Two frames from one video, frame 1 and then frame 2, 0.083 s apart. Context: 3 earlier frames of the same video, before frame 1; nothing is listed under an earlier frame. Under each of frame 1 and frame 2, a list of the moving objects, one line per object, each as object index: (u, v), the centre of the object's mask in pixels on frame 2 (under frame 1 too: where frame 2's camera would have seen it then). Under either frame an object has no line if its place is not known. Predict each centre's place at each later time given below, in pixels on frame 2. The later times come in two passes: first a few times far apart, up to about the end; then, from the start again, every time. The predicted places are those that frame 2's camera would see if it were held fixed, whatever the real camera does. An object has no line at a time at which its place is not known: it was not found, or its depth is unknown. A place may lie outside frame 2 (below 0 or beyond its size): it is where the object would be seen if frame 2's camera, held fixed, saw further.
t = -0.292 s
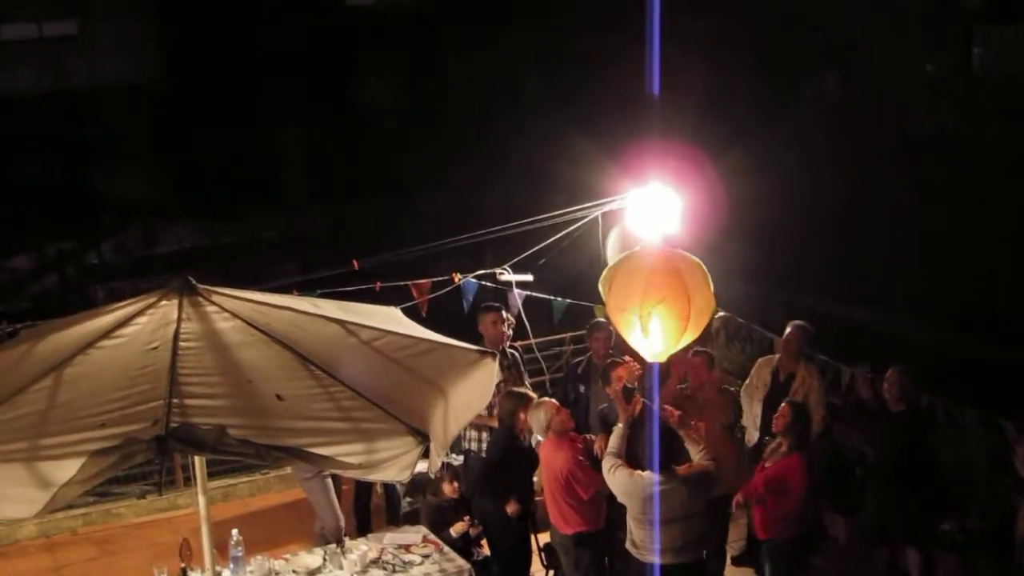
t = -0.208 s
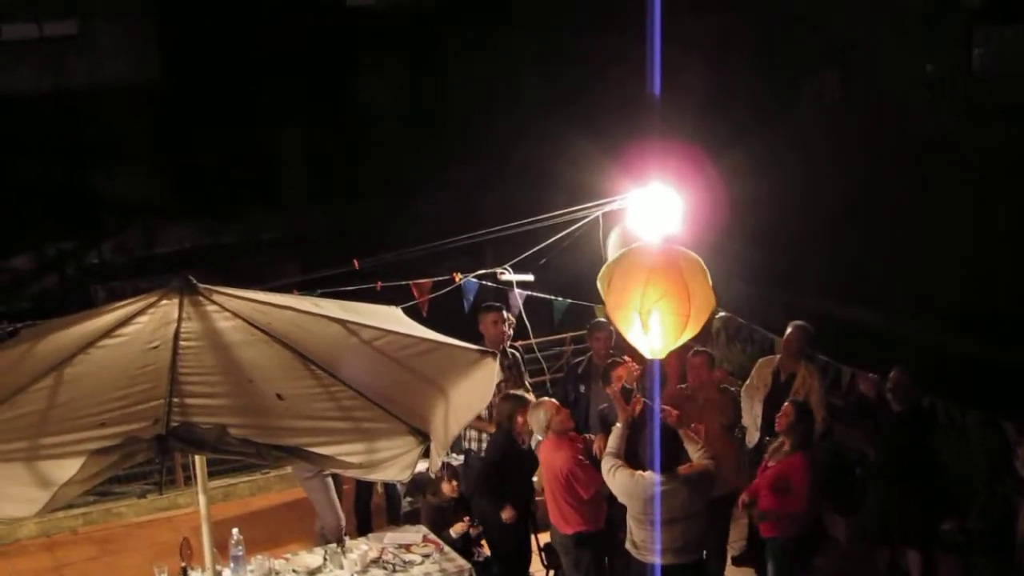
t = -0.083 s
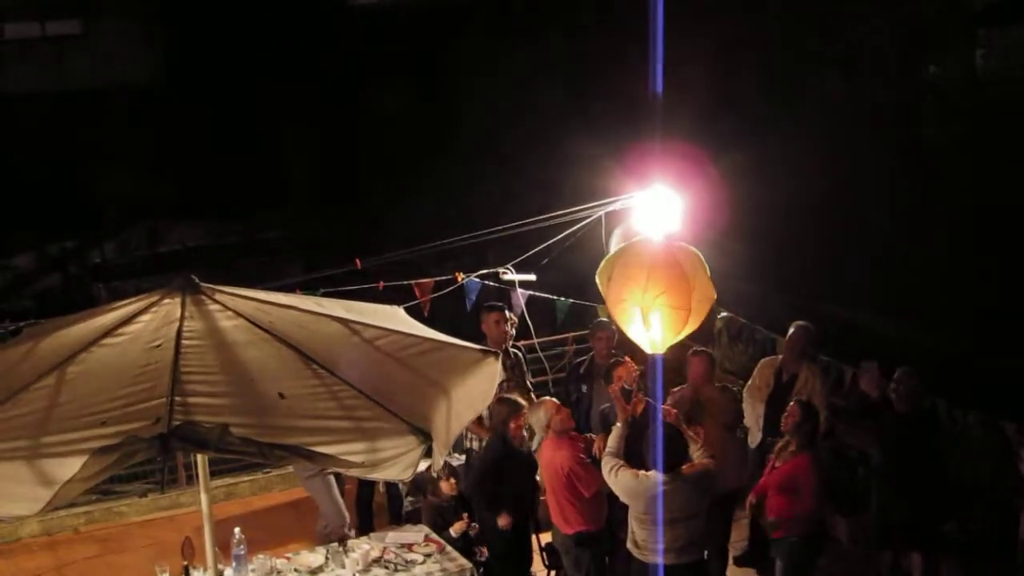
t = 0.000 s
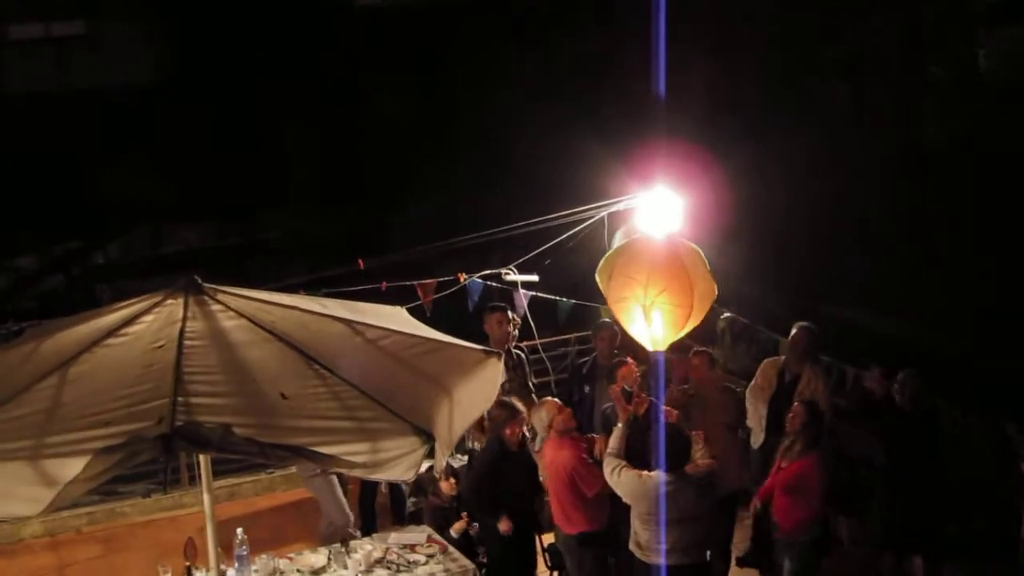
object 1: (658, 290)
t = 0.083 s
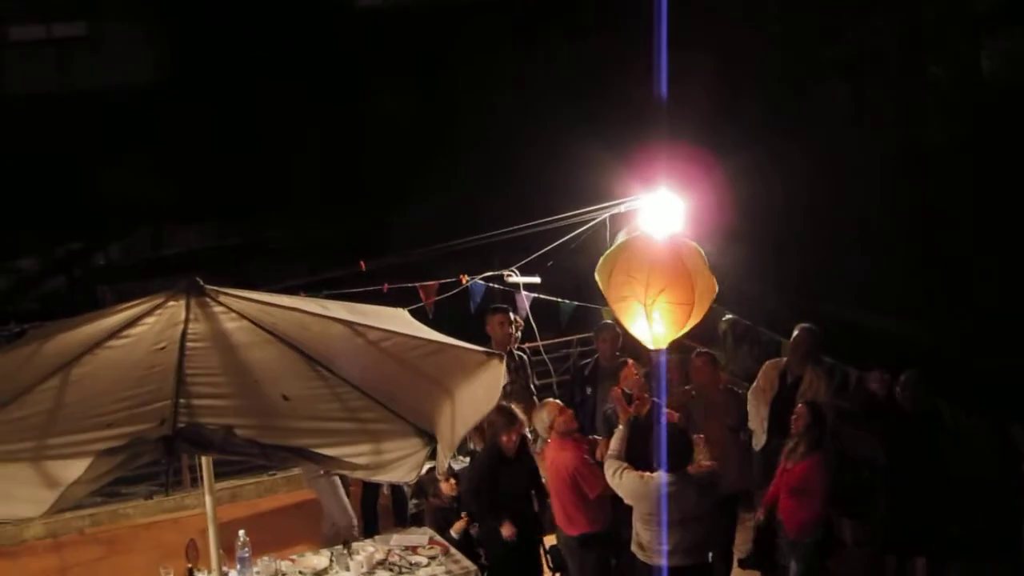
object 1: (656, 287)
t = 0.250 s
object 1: (652, 280)
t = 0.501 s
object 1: (647, 263)
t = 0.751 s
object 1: (641, 252)
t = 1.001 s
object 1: (634, 238)
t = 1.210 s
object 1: (630, 225)
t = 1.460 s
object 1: (625, 208)
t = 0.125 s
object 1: (655, 285)
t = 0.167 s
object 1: (654, 283)
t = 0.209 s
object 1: (653, 281)
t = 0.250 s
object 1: (652, 280)
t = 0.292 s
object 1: (651, 278)
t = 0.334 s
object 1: (650, 277)
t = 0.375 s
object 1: (650, 266)
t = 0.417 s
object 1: (648, 273)
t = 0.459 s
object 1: (648, 263)
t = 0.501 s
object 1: (647, 263)
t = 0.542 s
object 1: (645, 262)
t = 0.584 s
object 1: (644, 261)
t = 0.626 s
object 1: (643, 259)
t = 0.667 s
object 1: (642, 256)
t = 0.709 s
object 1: (641, 254)
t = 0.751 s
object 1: (641, 252)
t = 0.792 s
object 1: (640, 250)
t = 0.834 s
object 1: (638, 247)
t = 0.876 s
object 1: (637, 245)
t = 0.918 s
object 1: (636, 243)
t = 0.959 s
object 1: (635, 240)
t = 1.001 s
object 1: (634, 238)
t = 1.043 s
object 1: (633, 235)
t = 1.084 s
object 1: (632, 233)
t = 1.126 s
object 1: (631, 230)
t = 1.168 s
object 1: (631, 228)
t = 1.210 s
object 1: (630, 225)
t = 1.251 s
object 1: (629, 222)
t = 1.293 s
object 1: (628, 219)
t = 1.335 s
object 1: (627, 216)
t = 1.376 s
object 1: (626, 214)
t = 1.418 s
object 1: (626, 211)
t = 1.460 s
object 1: (625, 208)
